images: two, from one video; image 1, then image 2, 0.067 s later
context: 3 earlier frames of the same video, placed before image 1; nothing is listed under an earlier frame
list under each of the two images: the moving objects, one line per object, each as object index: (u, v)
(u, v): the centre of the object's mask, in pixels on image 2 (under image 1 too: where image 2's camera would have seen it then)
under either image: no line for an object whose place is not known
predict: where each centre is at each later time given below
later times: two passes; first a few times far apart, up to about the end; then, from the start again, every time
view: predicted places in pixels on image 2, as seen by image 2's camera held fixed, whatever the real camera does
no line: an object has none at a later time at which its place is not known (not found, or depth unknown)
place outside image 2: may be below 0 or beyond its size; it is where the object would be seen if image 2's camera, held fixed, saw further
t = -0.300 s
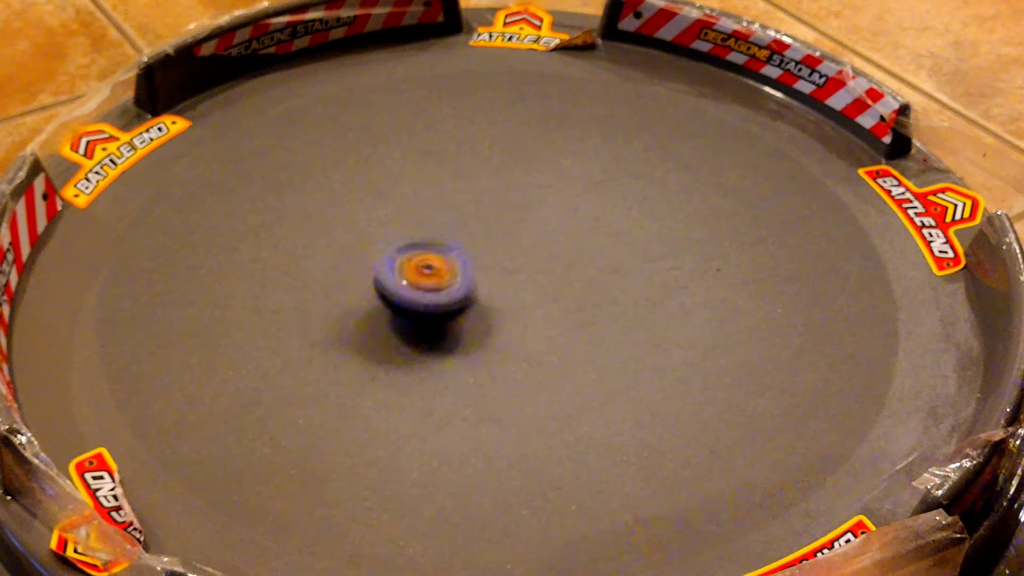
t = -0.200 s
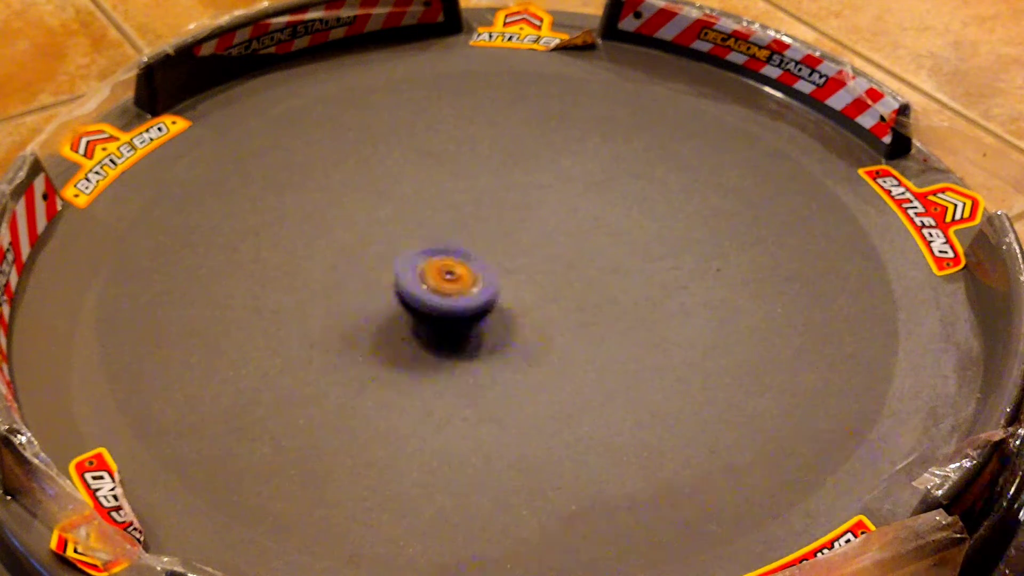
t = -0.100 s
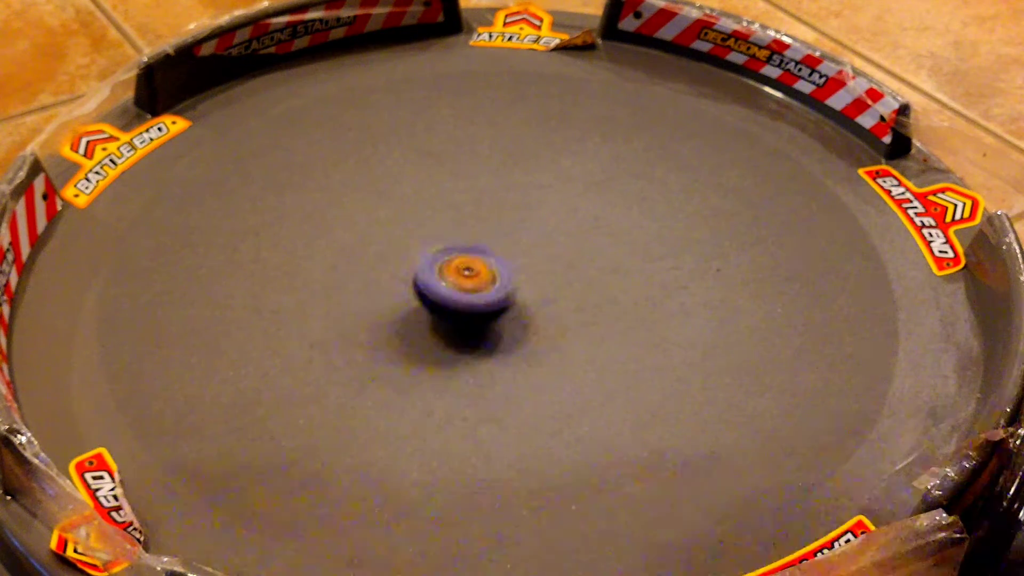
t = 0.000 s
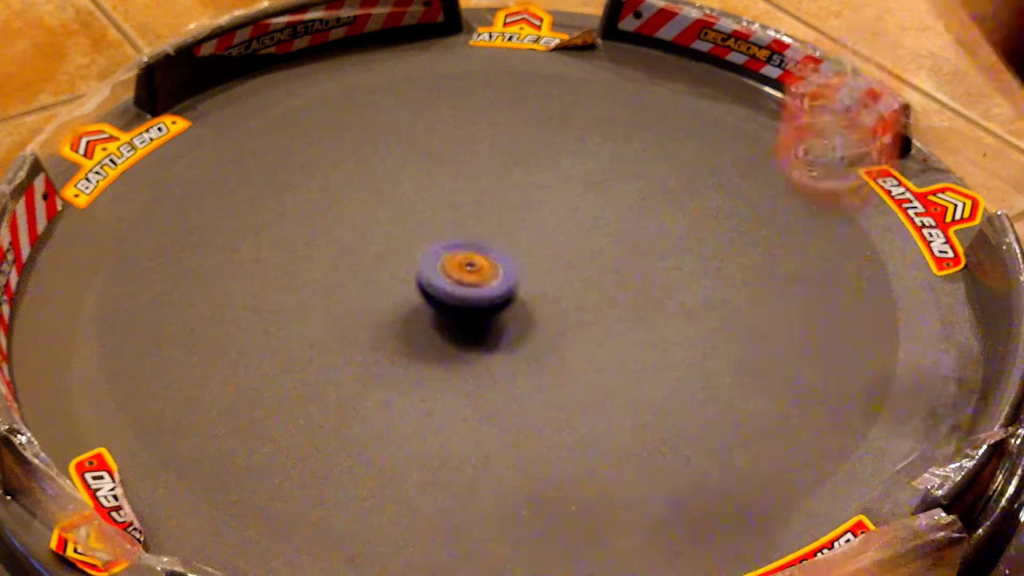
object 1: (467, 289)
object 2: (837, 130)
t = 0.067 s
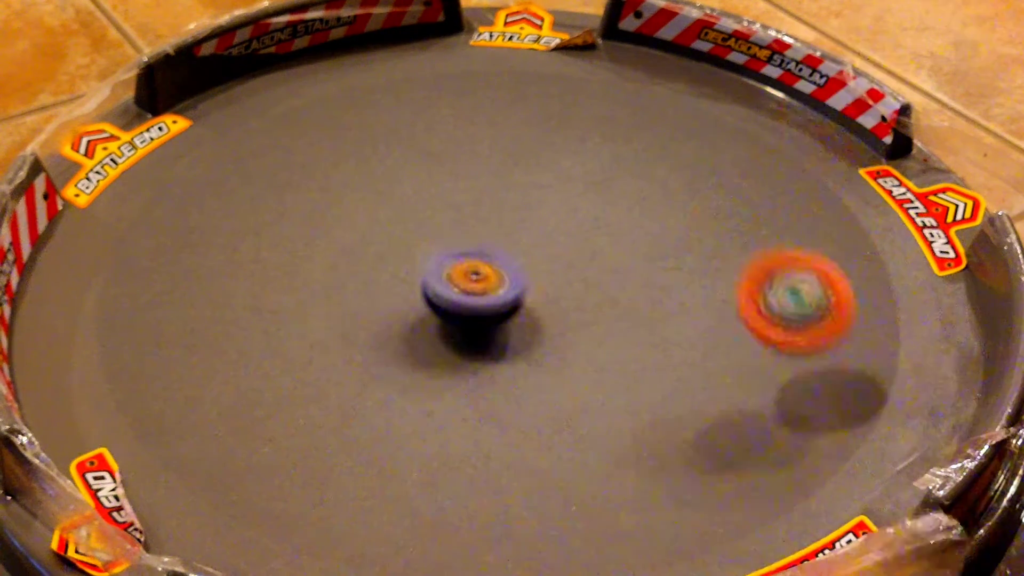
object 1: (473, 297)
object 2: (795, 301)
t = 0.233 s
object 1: (489, 316)
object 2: (630, 293)
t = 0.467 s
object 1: (489, 303)
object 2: (437, 385)
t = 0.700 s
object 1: (477, 304)
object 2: (403, 386)
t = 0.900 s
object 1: (525, 301)
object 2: (459, 396)
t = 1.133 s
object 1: (537, 288)
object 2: (617, 411)
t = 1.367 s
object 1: (517, 293)
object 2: (728, 375)
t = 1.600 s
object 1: (534, 300)
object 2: (690, 380)
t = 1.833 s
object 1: (535, 284)
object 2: (592, 363)
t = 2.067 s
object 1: (506, 273)
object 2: (476, 386)
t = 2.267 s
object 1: (479, 268)
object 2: (430, 415)
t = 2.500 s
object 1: (465, 261)
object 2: (483, 394)
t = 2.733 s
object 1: (463, 257)
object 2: (420, 346)
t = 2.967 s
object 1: (476, 279)
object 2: (362, 323)
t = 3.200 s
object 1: (470, 305)
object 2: (349, 324)
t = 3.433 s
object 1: (452, 306)
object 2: (331, 275)
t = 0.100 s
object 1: (476, 304)
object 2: (769, 266)
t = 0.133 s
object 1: (478, 307)
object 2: (738, 246)
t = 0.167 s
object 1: (481, 311)
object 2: (706, 244)
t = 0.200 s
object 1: (485, 313)
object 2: (669, 260)
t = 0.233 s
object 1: (489, 316)
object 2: (630, 293)
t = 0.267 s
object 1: (490, 317)
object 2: (591, 343)
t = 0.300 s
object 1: (492, 313)
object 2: (555, 385)
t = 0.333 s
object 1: (489, 303)
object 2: (527, 375)
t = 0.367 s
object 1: (492, 301)
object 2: (499, 380)
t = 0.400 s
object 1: (492, 301)
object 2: (475, 379)
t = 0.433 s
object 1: (489, 303)
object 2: (453, 386)
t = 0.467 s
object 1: (489, 303)
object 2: (437, 385)
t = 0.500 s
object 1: (485, 304)
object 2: (423, 389)
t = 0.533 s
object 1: (484, 304)
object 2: (415, 385)
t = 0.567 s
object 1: (482, 301)
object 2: (408, 393)
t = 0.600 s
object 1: (480, 302)
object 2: (405, 386)
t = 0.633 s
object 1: (477, 302)
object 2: (403, 391)
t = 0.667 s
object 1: (476, 302)
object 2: (403, 384)
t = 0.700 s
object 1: (477, 304)
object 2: (403, 386)
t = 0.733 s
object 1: (481, 306)
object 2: (406, 386)
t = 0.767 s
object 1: (490, 307)
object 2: (411, 387)
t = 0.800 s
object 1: (499, 307)
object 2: (419, 388)
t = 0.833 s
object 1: (510, 305)
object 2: (430, 391)
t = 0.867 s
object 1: (518, 304)
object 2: (443, 394)
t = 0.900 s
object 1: (525, 301)
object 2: (459, 396)
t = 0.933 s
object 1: (532, 299)
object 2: (478, 398)
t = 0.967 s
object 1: (536, 296)
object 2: (498, 403)
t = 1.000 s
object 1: (539, 292)
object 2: (521, 407)
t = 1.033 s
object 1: (542, 289)
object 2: (544, 409)
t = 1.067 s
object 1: (543, 287)
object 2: (569, 410)
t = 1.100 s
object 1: (540, 285)
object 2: (593, 411)
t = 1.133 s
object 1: (537, 288)
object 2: (617, 411)
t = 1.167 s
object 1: (534, 287)
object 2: (639, 408)
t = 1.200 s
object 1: (530, 282)
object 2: (660, 403)
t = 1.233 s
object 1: (525, 286)
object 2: (677, 396)
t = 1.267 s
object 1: (520, 285)
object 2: (693, 390)
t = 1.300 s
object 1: (518, 286)
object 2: (707, 384)
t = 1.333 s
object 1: (517, 291)
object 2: (719, 379)
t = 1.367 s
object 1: (517, 293)
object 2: (728, 375)
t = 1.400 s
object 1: (517, 295)
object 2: (734, 374)
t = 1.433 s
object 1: (519, 295)
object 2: (739, 370)
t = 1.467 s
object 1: (520, 299)
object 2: (739, 371)
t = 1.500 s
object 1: (524, 301)
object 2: (733, 377)
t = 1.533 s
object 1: (527, 302)
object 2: (722, 379)
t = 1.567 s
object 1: (531, 301)
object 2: (707, 379)
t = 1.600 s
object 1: (534, 300)
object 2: (690, 380)
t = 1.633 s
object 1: (538, 298)
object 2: (673, 379)
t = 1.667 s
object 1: (540, 297)
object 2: (656, 378)
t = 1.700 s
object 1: (540, 294)
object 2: (639, 375)
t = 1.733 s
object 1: (540, 292)
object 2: (627, 371)
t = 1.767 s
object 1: (539, 290)
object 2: (616, 367)
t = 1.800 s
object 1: (537, 288)
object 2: (605, 365)
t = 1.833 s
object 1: (535, 284)
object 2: (592, 363)
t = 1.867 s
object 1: (532, 280)
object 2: (579, 362)
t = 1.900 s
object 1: (530, 277)
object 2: (564, 362)
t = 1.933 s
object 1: (527, 275)
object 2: (548, 363)
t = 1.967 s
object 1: (524, 273)
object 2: (531, 366)
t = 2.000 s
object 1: (518, 273)
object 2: (512, 371)
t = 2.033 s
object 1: (513, 274)
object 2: (493, 377)
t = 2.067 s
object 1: (506, 273)
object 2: (476, 386)
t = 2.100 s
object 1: (502, 272)
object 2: (461, 395)
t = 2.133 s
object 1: (496, 270)
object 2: (449, 403)
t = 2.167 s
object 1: (492, 271)
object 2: (440, 409)
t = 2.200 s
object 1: (488, 269)
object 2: (434, 413)
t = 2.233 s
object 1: (483, 269)
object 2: (430, 415)
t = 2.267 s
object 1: (479, 268)
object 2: (430, 415)
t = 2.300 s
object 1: (476, 266)
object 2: (431, 413)
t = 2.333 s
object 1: (474, 265)
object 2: (437, 410)
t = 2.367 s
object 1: (471, 264)
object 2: (446, 406)
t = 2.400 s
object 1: (469, 263)
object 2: (457, 402)
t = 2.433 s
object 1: (467, 262)
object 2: (469, 400)
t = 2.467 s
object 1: (466, 262)
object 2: (479, 398)
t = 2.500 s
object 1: (465, 261)
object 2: (483, 394)
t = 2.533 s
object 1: (465, 261)
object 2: (484, 388)
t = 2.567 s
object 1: (463, 260)
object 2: (481, 383)
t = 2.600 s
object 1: (463, 258)
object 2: (473, 374)
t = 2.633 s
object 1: (461, 258)
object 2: (464, 363)
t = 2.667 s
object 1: (462, 256)
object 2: (451, 360)
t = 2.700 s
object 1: (462, 256)
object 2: (436, 353)
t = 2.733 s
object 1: (463, 257)
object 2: (420, 346)
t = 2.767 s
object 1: (464, 259)
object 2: (405, 341)
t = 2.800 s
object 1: (466, 263)
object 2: (392, 336)
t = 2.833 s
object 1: (468, 265)
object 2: (382, 331)
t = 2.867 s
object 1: (470, 268)
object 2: (374, 328)
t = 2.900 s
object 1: (472, 271)
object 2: (367, 325)
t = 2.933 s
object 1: (474, 275)
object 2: (364, 323)
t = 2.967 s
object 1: (476, 279)
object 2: (362, 323)
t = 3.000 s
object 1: (477, 282)
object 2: (361, 324)
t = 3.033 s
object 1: (477, 286)
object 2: (361, 327)
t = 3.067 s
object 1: (477, 291)
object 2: (359, 330)
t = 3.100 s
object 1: (477, 295)
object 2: (357, 332)
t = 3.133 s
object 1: (476, 299)
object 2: (357, 332)
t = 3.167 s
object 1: (473, 302)
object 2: (352, 329)
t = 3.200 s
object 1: (470, 305)
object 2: (349, 324)
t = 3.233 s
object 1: (467, 306)
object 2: (345, 317)
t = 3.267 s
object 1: (464, 307)
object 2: (340, 309)
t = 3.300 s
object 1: (460, 308)
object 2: (336, 301)
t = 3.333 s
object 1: (458, 308)
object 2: (333, 295)
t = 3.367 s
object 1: (455, 307)
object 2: (332, 285)
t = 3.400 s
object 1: (454, 307)
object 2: (331, 282)
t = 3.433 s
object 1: (452, 306)
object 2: (331, 275)
